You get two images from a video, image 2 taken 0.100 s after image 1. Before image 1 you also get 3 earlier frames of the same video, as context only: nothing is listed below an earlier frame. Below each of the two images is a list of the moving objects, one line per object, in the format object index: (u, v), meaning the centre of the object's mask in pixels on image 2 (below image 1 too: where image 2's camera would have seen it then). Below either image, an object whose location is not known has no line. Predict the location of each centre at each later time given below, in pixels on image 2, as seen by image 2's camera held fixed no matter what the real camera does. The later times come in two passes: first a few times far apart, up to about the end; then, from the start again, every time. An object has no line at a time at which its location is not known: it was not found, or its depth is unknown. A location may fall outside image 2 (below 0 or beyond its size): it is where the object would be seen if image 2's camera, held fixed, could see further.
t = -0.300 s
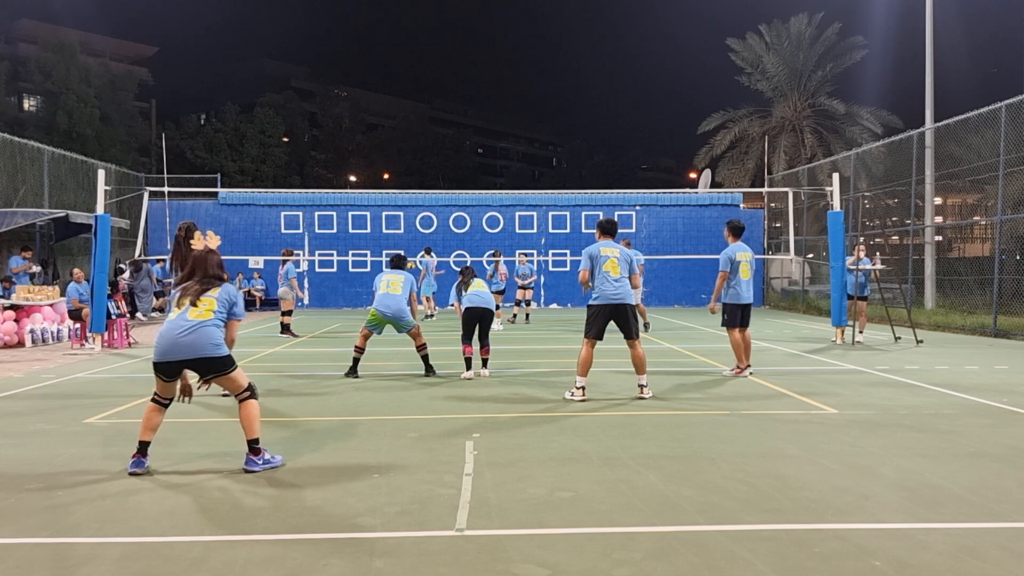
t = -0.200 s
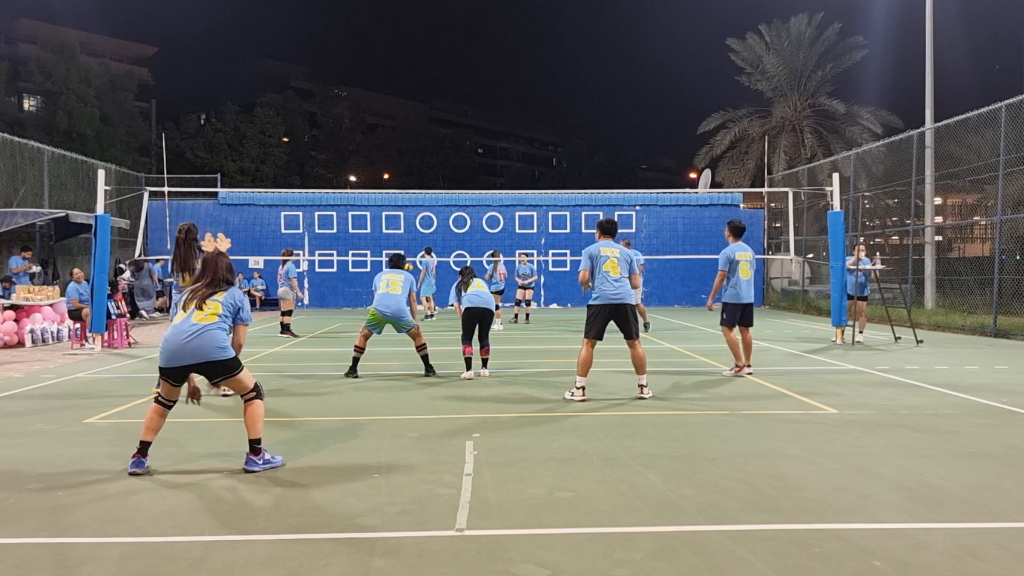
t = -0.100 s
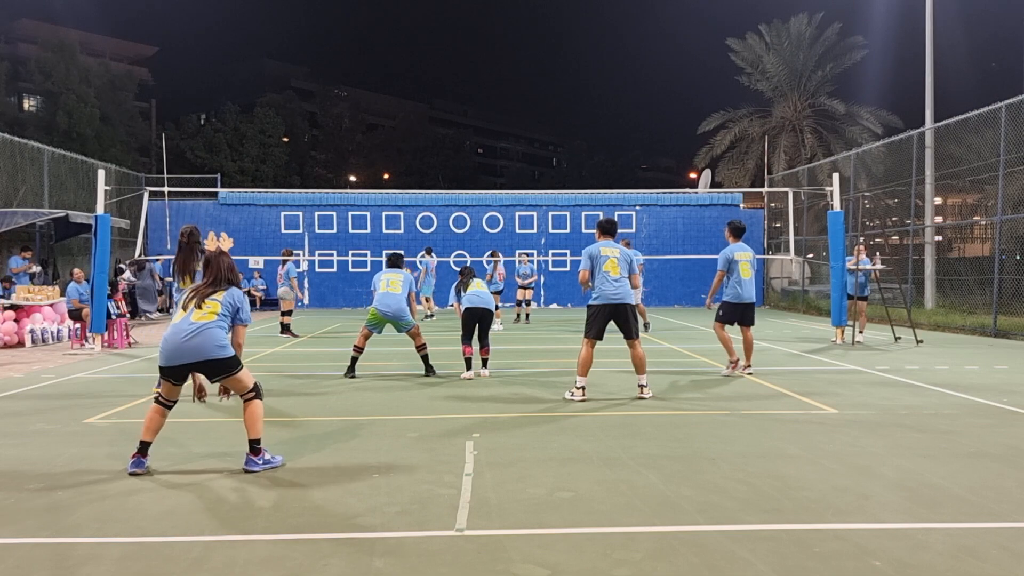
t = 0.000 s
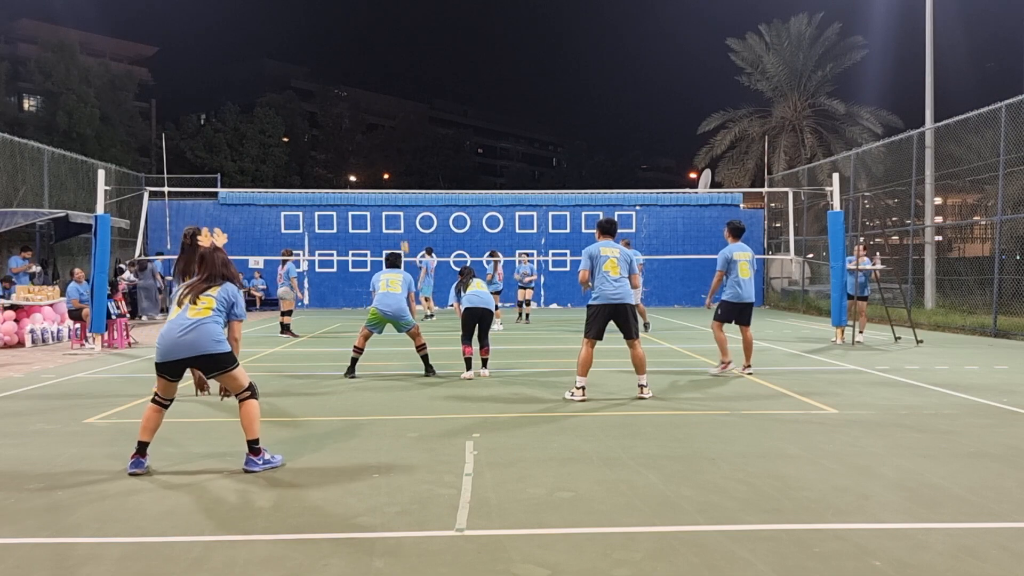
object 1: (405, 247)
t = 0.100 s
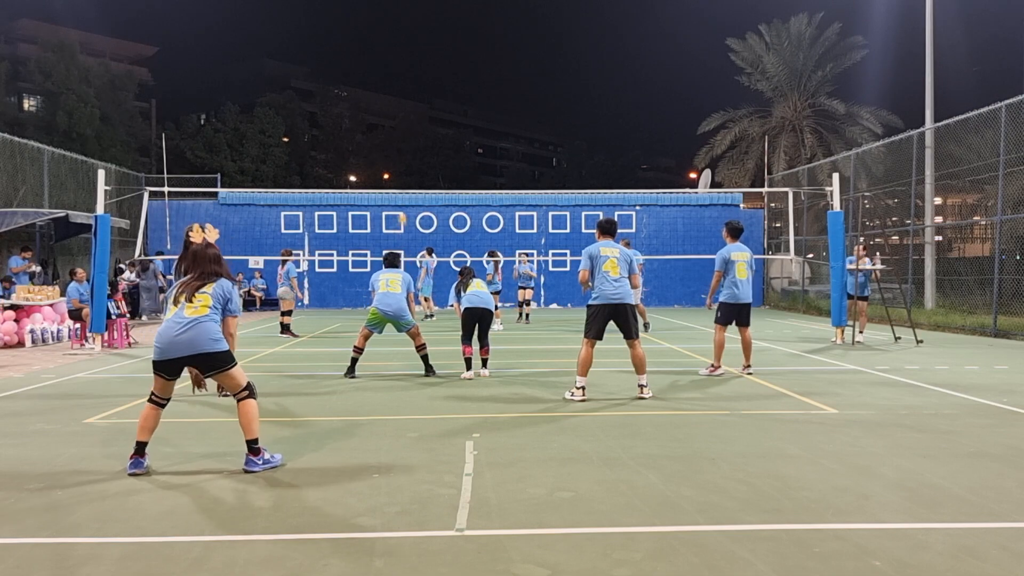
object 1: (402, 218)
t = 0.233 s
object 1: (399, 183)
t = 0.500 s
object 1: (391, 127)
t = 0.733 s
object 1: (383, 96)
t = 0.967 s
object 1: (373, 89)
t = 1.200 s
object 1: (360, 116)
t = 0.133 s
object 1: (401, 209)
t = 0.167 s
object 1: (401, 201)
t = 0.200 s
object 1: (400, 190)
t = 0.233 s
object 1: (399, 183)
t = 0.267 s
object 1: (398, 176)
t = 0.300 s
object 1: (397, 168)
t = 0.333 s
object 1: (396, 160)
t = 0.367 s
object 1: (395, 153)
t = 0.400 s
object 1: (394, 146)
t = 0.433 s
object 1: (393, 139)
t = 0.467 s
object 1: (392, 133)
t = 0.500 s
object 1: (391, 127)
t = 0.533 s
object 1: (390, 122)
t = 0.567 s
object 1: (388, 116)
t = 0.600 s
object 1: (387, 111)
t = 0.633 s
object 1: (386, 107)
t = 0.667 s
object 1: (385, 103)
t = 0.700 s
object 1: (384, 99)
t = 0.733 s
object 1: (383, 96)
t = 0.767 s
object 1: (381, 93)
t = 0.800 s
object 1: (380, 91)
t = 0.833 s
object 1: (379, 90)
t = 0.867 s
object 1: (377, 89)
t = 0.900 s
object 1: (376, 89)
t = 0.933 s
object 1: (375, 89)
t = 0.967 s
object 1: (373, 89)
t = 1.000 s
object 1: (372, 91)
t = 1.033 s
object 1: (370, 93)
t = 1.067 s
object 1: (368, 96)
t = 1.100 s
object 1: (366, 99)
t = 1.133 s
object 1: (364, 103)
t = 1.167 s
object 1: (363, 109)
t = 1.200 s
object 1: (360, 116)
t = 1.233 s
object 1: (358, 123)
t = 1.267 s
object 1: (356, 132)
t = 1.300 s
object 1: (354, 141)
